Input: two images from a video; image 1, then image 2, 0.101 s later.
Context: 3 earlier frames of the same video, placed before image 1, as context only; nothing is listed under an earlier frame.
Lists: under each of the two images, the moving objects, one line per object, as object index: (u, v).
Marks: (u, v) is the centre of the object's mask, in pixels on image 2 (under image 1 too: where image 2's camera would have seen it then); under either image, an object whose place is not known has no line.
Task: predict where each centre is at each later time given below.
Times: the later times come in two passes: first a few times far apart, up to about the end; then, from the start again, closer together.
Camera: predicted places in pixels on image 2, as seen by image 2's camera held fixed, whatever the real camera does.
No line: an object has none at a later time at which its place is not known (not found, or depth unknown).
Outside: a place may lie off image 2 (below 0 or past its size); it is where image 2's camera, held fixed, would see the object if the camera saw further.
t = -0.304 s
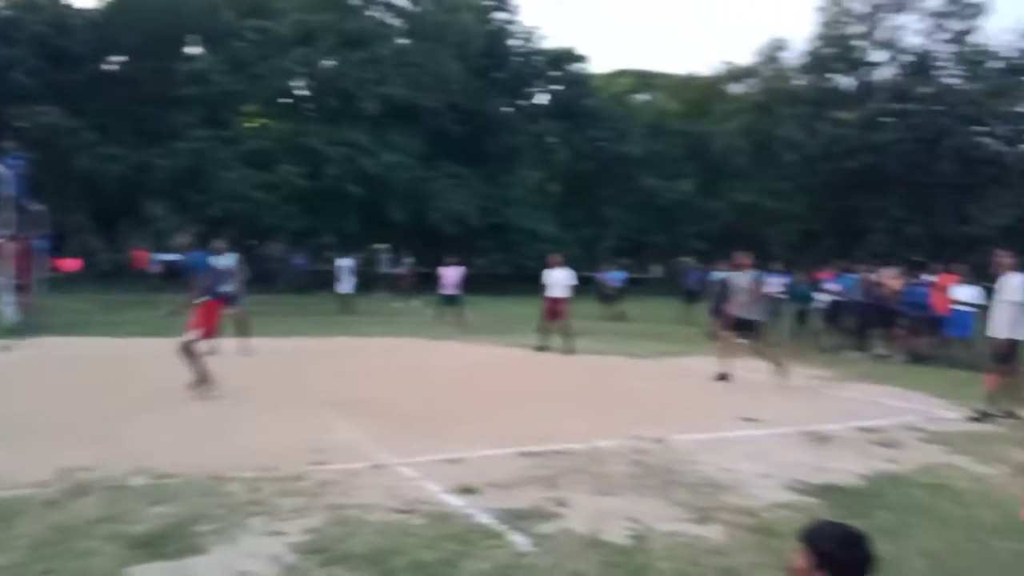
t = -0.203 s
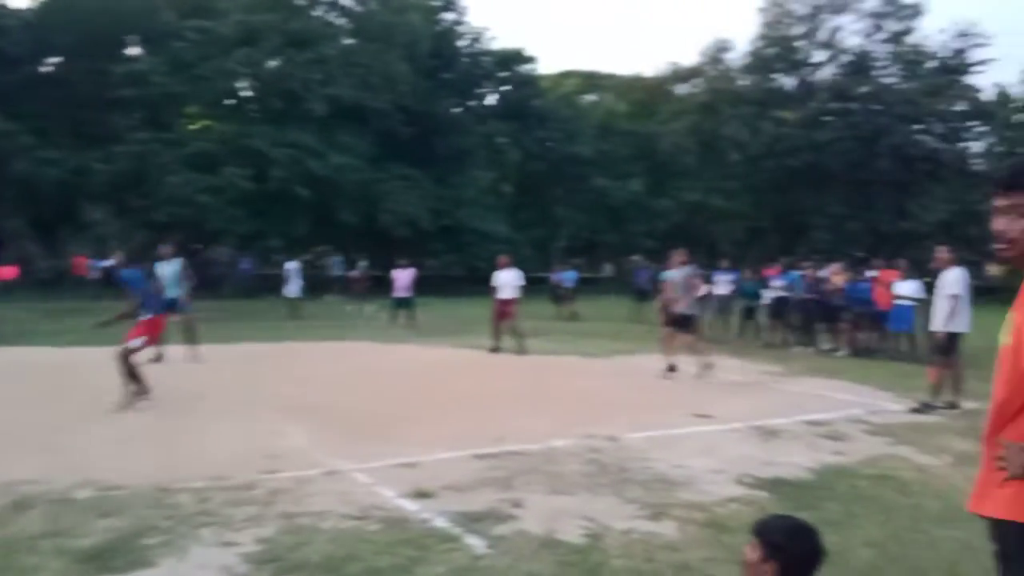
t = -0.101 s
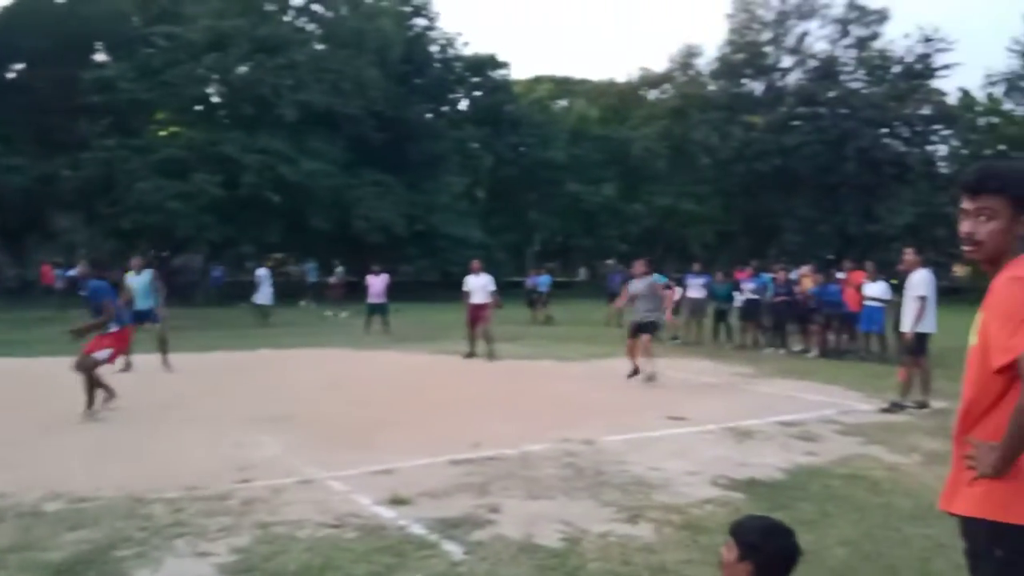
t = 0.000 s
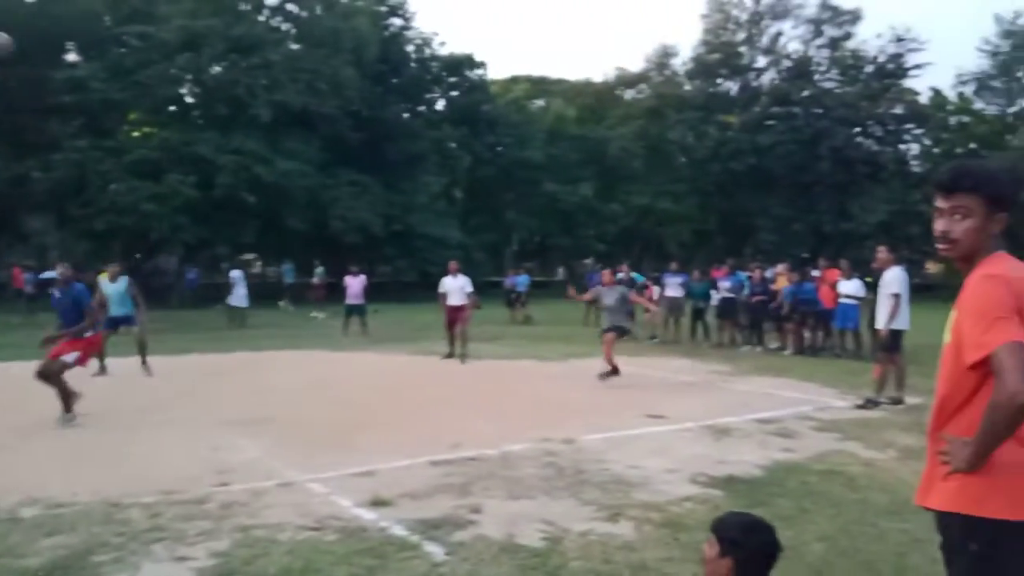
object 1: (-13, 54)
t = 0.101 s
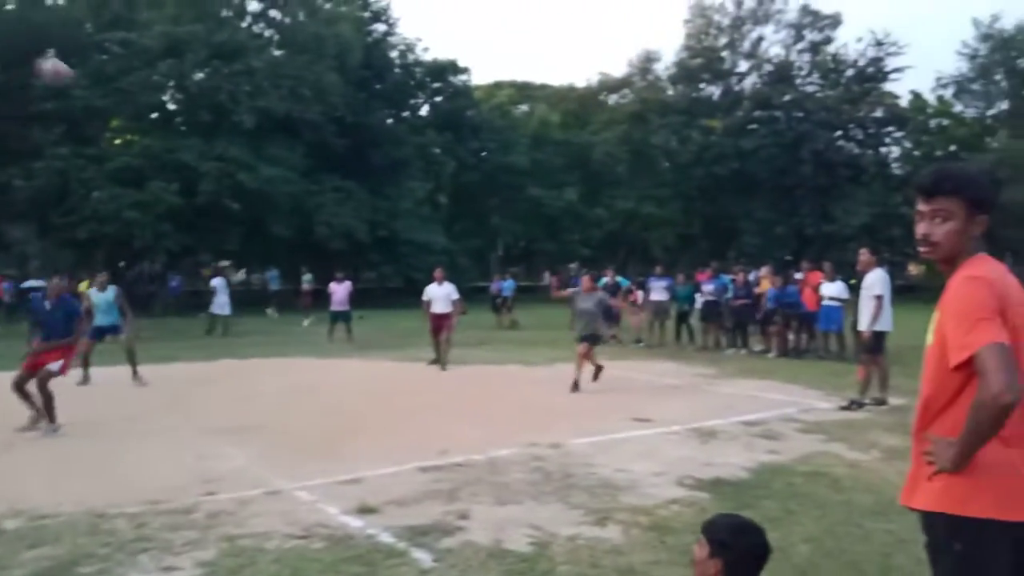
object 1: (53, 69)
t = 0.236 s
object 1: (153, 115)
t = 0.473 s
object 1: (315, 241)
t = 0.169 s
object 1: (103, 91)
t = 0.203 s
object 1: (127, 103)
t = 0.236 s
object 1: (153, 115)
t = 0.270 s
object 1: (177, 129)
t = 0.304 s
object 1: (200, 145)
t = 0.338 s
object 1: (225, 162)
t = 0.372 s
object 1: (248, 180)
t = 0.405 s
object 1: (271, 199)
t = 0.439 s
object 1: (293, 219)
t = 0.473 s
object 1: (315, 241)
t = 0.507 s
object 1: (335, 261)
